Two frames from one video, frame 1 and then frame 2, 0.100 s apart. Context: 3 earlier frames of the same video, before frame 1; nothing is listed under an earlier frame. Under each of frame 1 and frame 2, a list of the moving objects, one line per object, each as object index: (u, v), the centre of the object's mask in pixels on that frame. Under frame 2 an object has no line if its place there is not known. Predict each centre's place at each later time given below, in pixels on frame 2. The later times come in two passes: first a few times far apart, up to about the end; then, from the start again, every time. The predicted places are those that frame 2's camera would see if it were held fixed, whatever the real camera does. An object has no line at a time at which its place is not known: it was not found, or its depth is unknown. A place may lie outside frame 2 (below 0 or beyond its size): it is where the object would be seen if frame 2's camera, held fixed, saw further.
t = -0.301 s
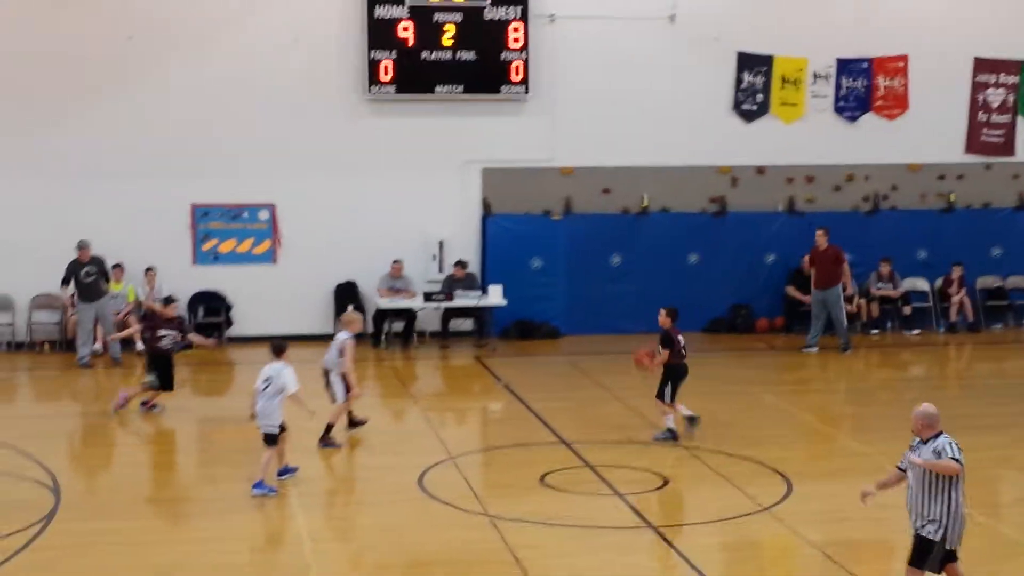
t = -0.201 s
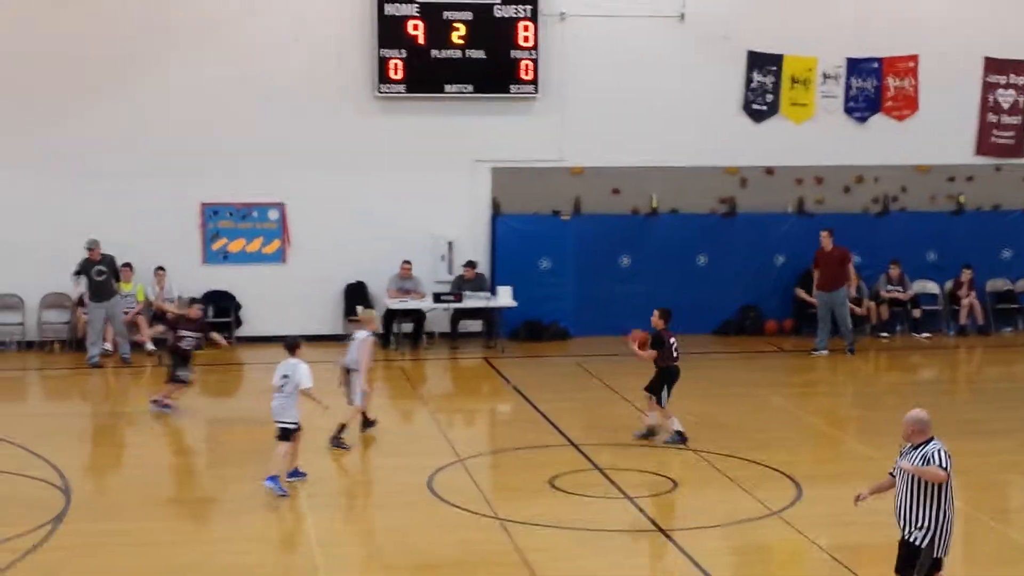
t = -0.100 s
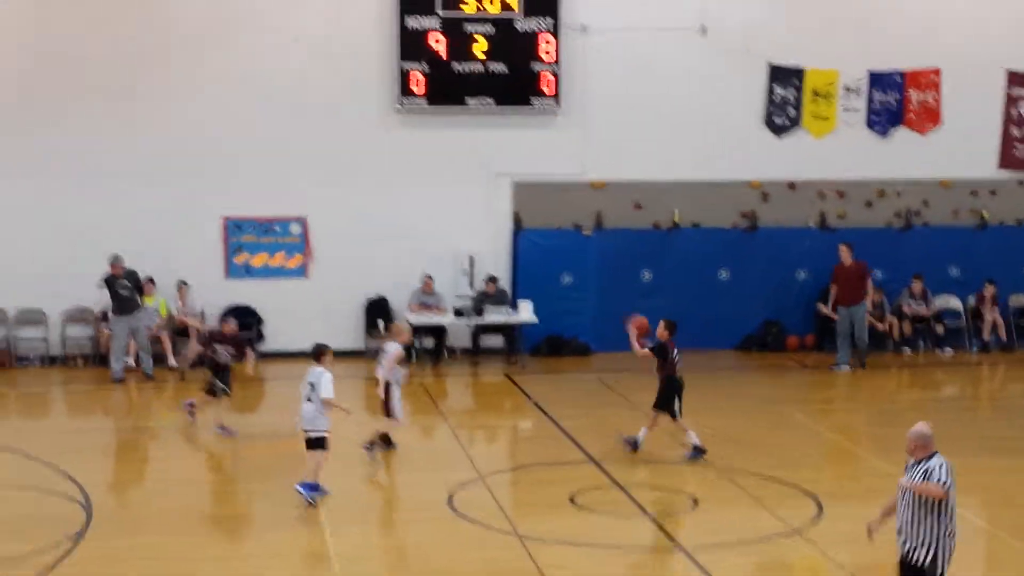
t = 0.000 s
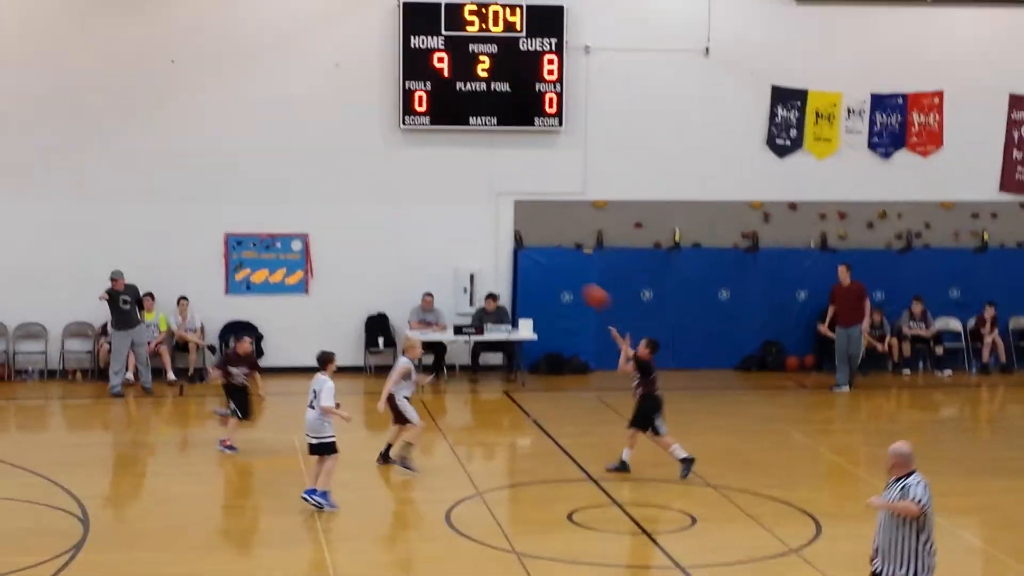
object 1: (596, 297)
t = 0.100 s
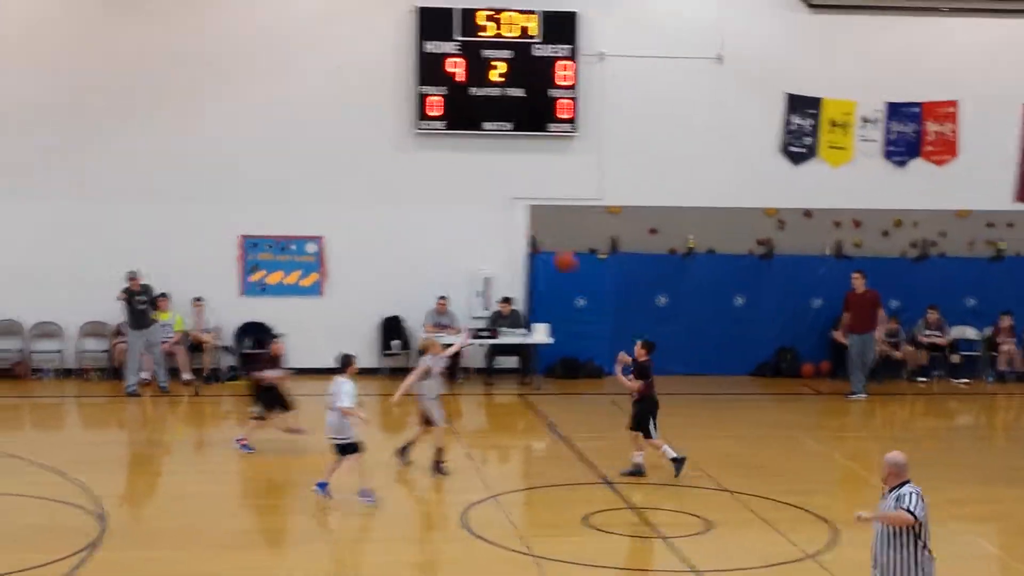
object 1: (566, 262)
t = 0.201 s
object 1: (520, 227)
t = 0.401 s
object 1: (433, 187)
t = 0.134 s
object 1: (552, 249)
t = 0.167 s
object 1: (536, 239)
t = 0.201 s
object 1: (520, 227)
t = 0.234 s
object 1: (506, 218)
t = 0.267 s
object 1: (492, 210)
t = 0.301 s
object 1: (477, 203)
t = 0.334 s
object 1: (463, 197)
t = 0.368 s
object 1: (448, 192)
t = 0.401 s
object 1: (433, 187)
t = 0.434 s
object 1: (419, 184)
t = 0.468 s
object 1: (405, 181)
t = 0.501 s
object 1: (391, 180)
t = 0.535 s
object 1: (377, 179)
